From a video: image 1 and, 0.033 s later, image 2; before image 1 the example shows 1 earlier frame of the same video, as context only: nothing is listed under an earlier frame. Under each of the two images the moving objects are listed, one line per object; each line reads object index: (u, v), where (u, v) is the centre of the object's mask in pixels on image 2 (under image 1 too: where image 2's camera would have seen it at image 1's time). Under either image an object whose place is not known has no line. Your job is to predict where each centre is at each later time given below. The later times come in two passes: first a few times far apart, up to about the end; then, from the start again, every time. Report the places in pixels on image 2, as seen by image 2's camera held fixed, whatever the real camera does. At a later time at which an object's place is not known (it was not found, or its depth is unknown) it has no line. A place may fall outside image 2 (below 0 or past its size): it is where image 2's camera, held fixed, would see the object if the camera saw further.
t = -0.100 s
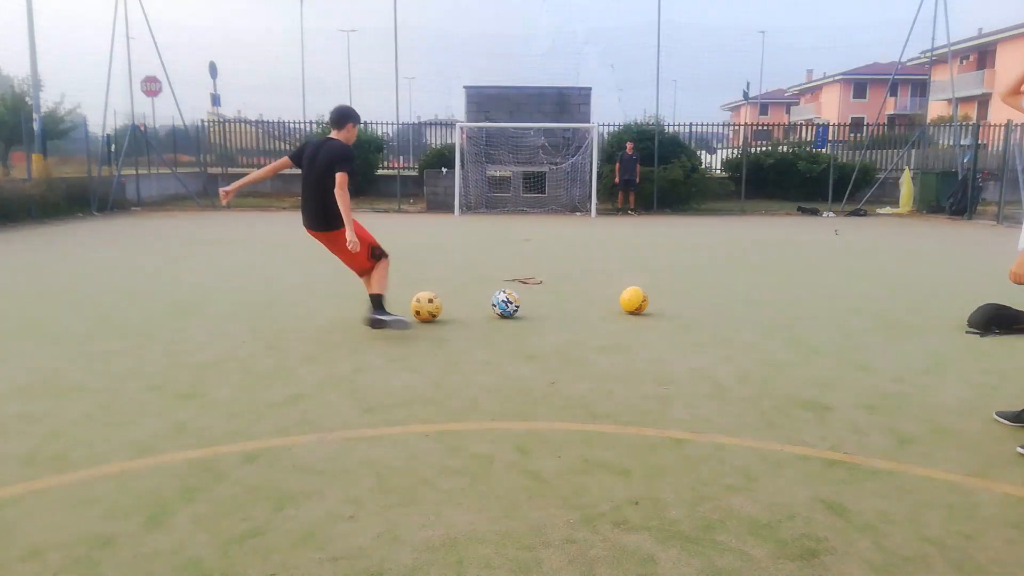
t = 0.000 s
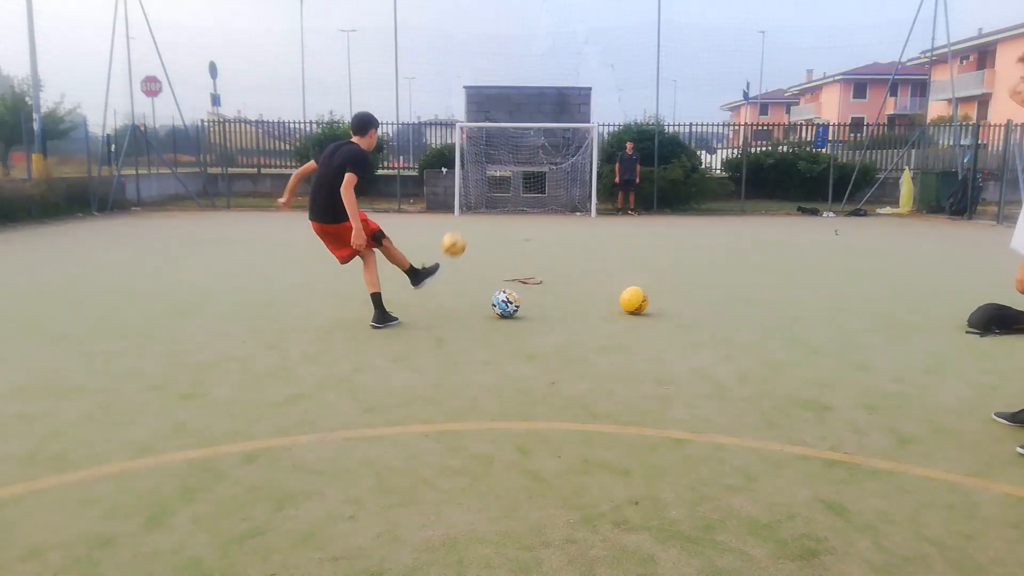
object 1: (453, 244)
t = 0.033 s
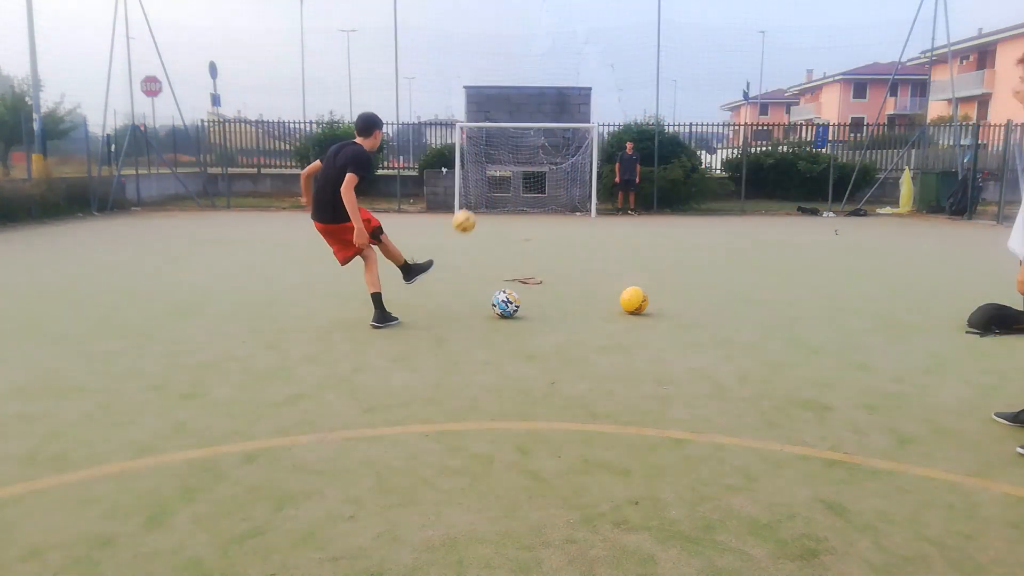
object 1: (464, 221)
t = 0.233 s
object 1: (507, 156)
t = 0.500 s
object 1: (527, 157)
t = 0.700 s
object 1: (531, 178)
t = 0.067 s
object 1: (473, 203)
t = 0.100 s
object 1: (481, 189)
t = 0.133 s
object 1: (489, 177)
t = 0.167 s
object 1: (495, 168)
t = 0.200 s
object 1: (502, 161)
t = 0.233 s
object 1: (507, 156)
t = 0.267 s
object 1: (511, 152)
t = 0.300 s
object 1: (515, 150)
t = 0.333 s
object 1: (518, 149)
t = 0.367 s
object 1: (521, 149)
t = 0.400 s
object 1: (523, 150)
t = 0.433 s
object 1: (525, 151)
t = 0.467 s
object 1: (526, 154)
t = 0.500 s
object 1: (527, 157)
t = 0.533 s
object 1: (528, 160)
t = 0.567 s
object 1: (529, 164)
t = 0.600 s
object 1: (530, 168)
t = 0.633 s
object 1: (530, 172)
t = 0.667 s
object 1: (531, 174)
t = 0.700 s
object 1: (531, 178)
